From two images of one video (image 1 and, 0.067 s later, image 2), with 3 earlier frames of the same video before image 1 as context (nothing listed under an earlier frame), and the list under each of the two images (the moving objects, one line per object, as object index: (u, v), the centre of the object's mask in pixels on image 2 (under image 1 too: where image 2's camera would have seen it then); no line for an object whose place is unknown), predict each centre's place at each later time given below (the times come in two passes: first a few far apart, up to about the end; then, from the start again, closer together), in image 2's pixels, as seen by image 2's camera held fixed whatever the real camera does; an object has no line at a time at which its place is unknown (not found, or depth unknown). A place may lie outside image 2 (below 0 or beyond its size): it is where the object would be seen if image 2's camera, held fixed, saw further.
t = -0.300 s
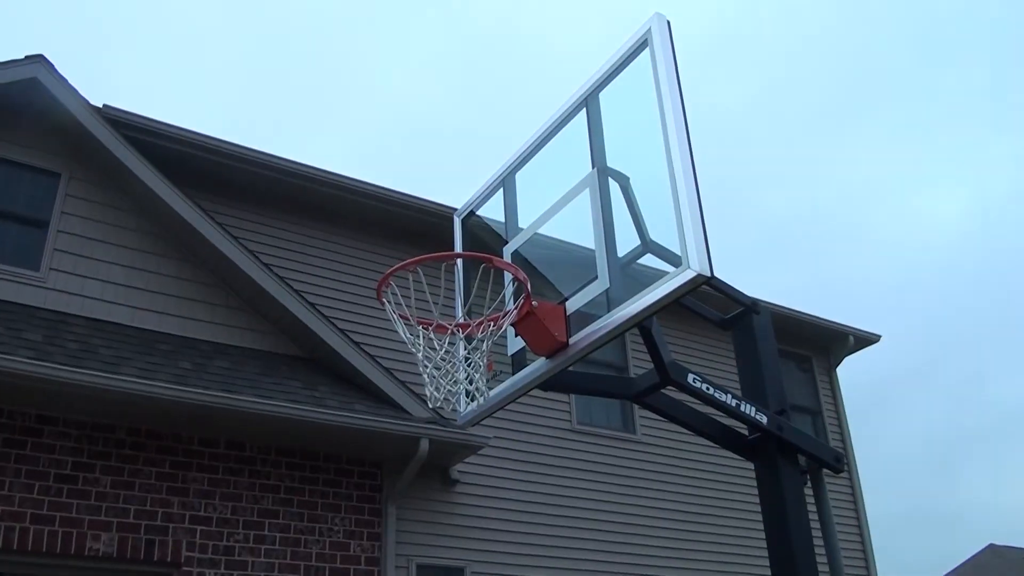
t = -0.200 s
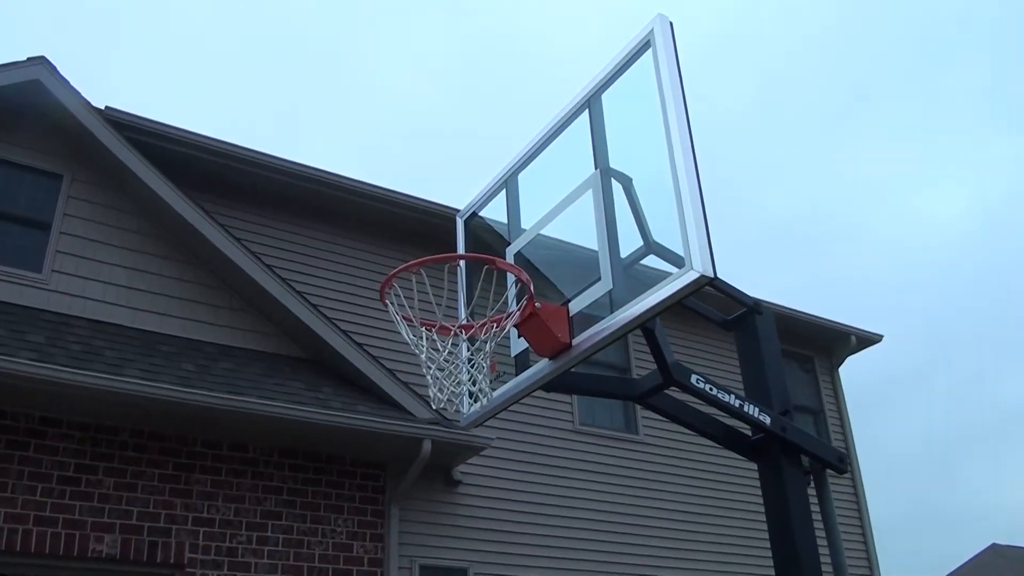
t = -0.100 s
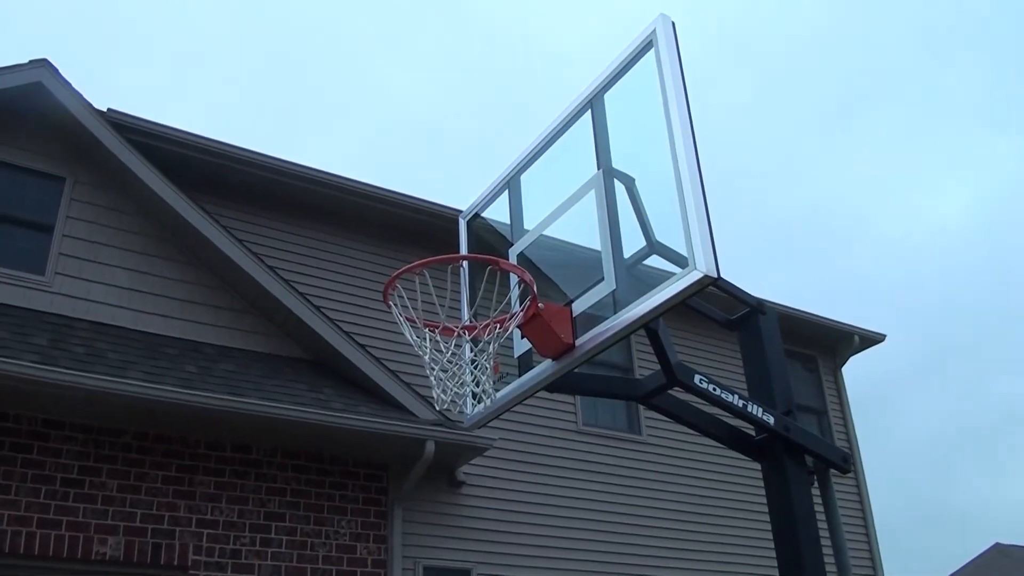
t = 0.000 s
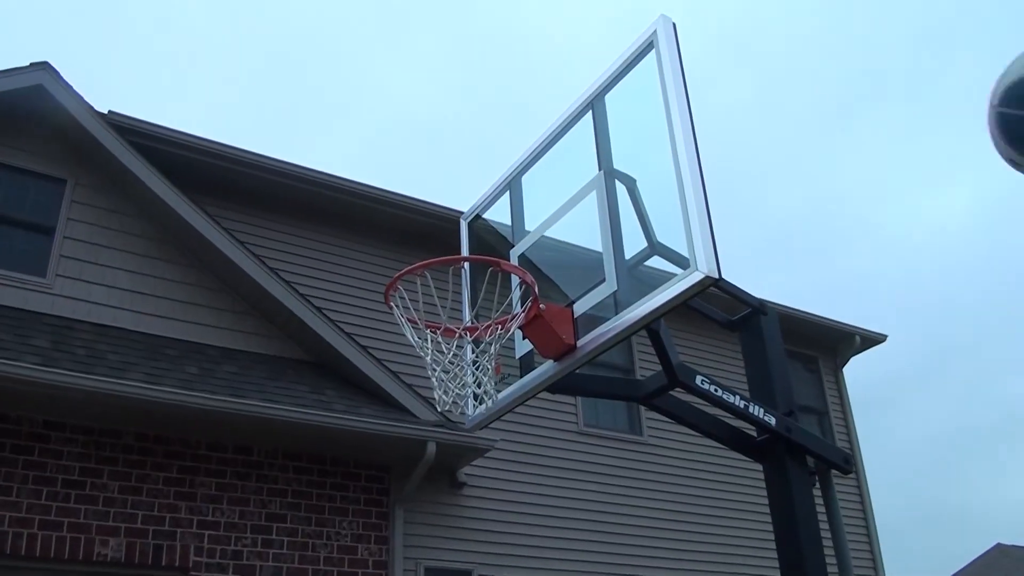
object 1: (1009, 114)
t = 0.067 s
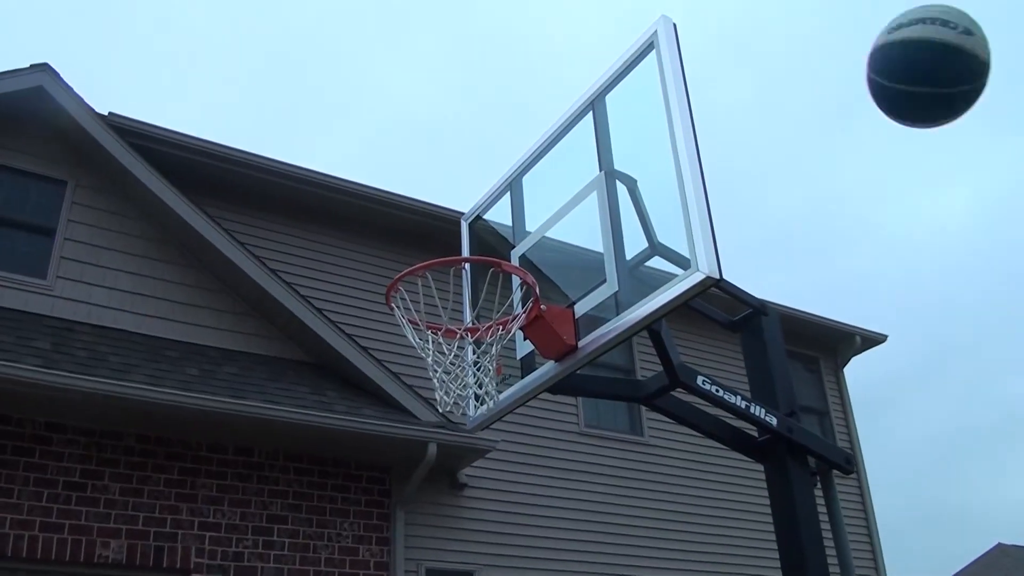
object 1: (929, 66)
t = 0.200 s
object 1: (751, 53)
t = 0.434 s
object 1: (575, 147)
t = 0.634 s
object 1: (479, 307)
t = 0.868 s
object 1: (436, 372)
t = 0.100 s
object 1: (875, 56)
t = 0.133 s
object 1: (829, 51)
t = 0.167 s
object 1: (787, 50)
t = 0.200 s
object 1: (751, 53)
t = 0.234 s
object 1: (718, 59)
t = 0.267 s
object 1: (689, 68)
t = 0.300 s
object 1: (662, 79)
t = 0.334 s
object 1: (638, 93)
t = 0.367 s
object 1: (615, 109)
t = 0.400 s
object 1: (594, 126)
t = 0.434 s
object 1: (575, 147)
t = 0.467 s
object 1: (557, 168)
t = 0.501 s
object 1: (540, 193)
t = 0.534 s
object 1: (524, 219)
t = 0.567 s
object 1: (509, 240)
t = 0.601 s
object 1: (492, 279)
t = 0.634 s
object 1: (479, 307)
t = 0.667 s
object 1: (462, 340)
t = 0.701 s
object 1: (456, 349)
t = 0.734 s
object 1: (450, 361)
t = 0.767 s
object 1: (444, 364)
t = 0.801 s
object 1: (439, 365)
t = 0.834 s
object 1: (434, 369)
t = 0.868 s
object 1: (436, 372)
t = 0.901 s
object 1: (440, 381)
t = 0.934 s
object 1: (442, 387)
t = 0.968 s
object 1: (445, 399)
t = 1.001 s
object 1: (449, 416)
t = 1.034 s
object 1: (453, 438)
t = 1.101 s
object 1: (460, 496)
